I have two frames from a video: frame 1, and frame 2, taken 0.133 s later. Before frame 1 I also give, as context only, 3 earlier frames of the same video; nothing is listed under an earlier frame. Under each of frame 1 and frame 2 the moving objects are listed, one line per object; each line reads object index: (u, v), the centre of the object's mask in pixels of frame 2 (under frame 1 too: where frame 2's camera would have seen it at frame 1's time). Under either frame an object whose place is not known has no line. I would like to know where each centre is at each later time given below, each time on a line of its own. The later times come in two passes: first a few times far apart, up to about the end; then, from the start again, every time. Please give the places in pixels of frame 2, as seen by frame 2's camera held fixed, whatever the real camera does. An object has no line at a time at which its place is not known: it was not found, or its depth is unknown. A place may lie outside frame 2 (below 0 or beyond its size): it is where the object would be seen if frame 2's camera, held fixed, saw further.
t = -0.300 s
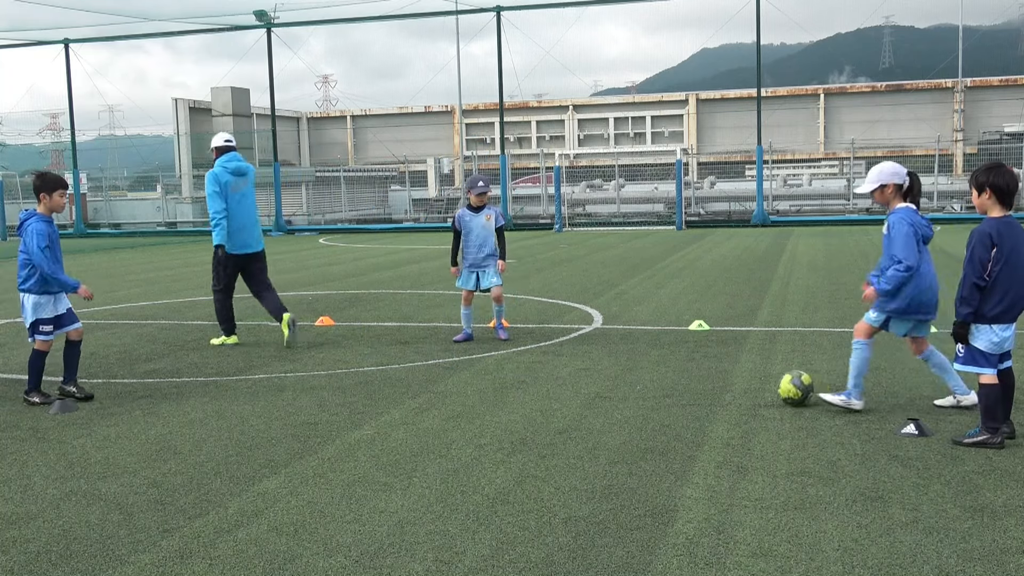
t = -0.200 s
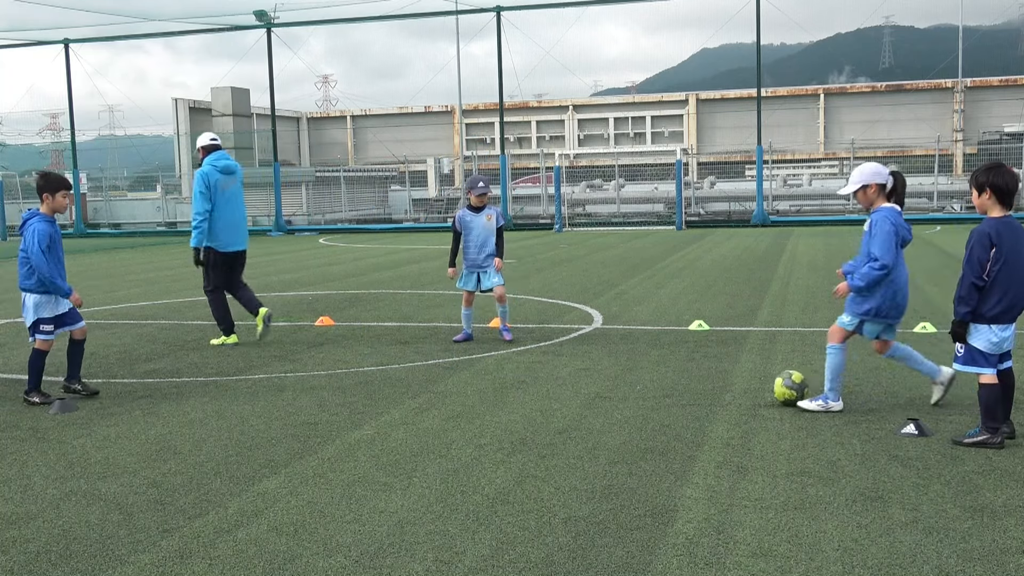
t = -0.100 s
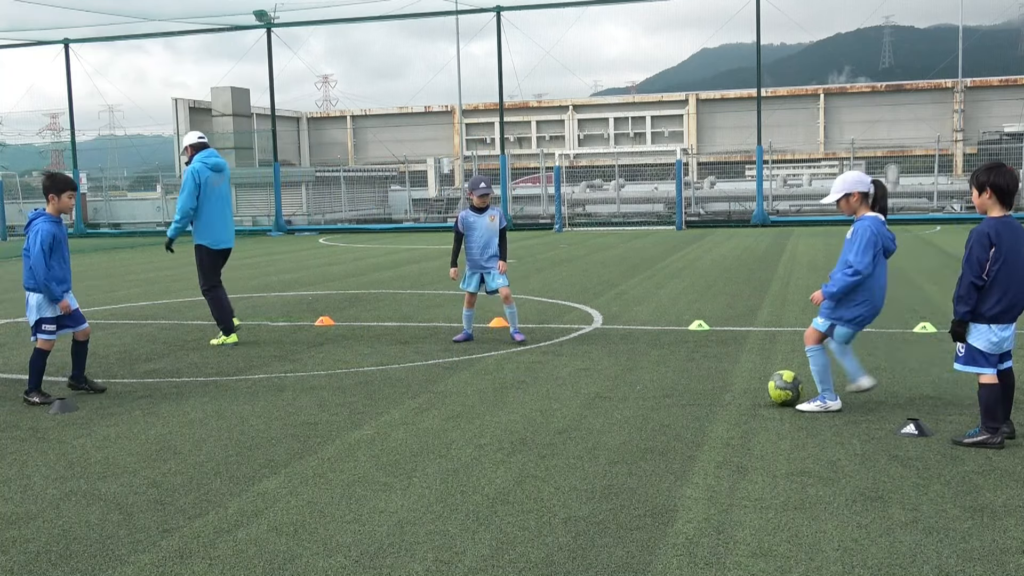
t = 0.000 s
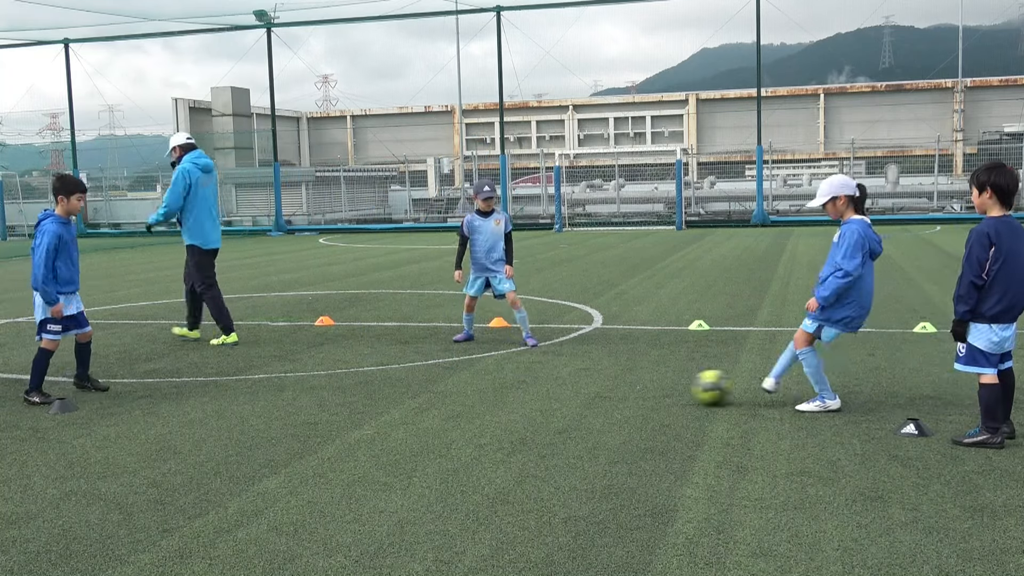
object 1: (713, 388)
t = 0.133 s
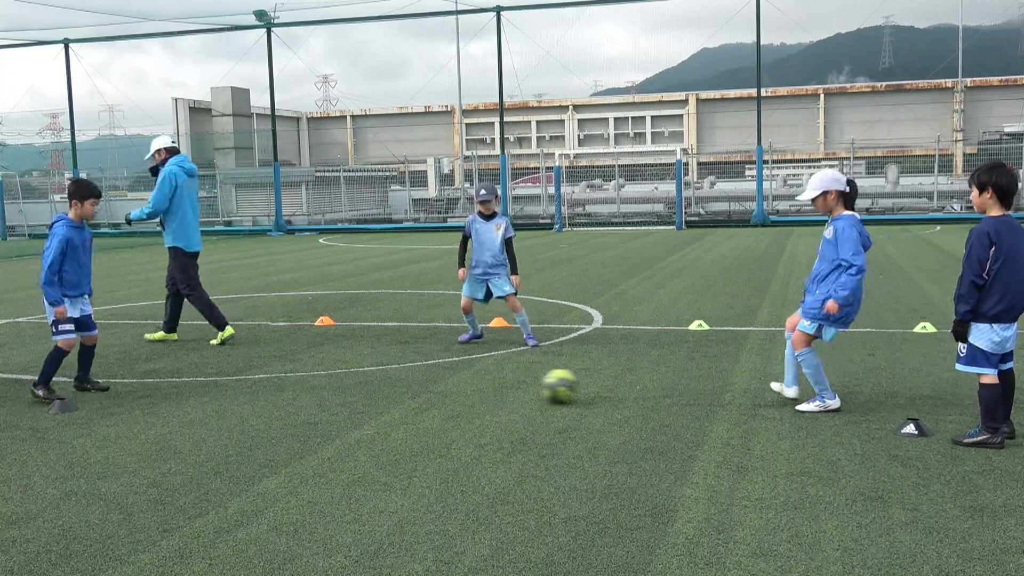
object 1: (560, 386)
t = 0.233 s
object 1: (459, 385)
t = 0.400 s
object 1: (317, 384)
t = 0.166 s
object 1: (524, 386)
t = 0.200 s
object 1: (491, 386)
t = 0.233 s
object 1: (459, 385)
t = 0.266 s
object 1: (428, 385)
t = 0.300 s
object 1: (397, 385)
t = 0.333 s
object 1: (371, 385)
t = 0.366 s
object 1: (344, 384)
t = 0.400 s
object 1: (317, 384)
